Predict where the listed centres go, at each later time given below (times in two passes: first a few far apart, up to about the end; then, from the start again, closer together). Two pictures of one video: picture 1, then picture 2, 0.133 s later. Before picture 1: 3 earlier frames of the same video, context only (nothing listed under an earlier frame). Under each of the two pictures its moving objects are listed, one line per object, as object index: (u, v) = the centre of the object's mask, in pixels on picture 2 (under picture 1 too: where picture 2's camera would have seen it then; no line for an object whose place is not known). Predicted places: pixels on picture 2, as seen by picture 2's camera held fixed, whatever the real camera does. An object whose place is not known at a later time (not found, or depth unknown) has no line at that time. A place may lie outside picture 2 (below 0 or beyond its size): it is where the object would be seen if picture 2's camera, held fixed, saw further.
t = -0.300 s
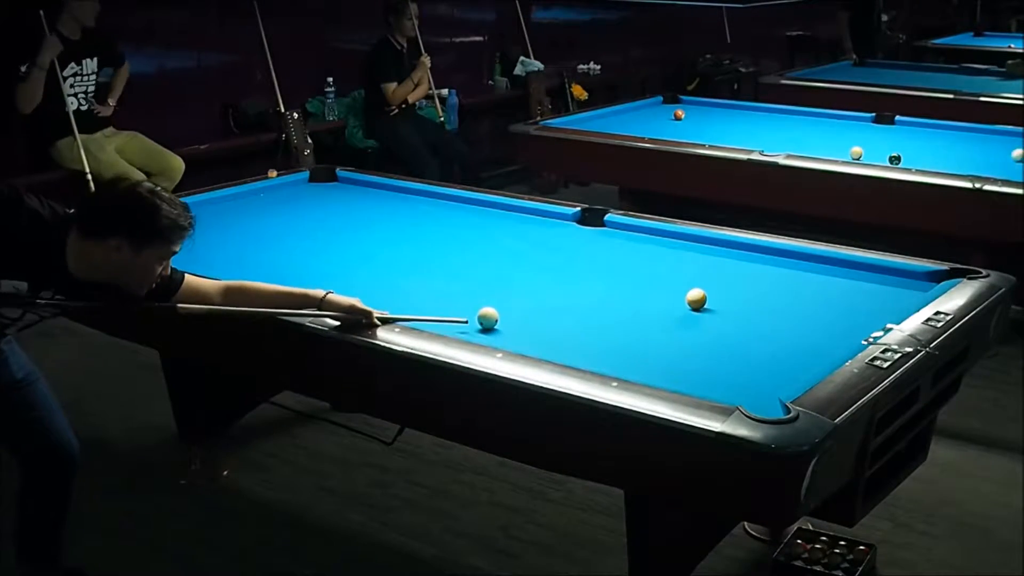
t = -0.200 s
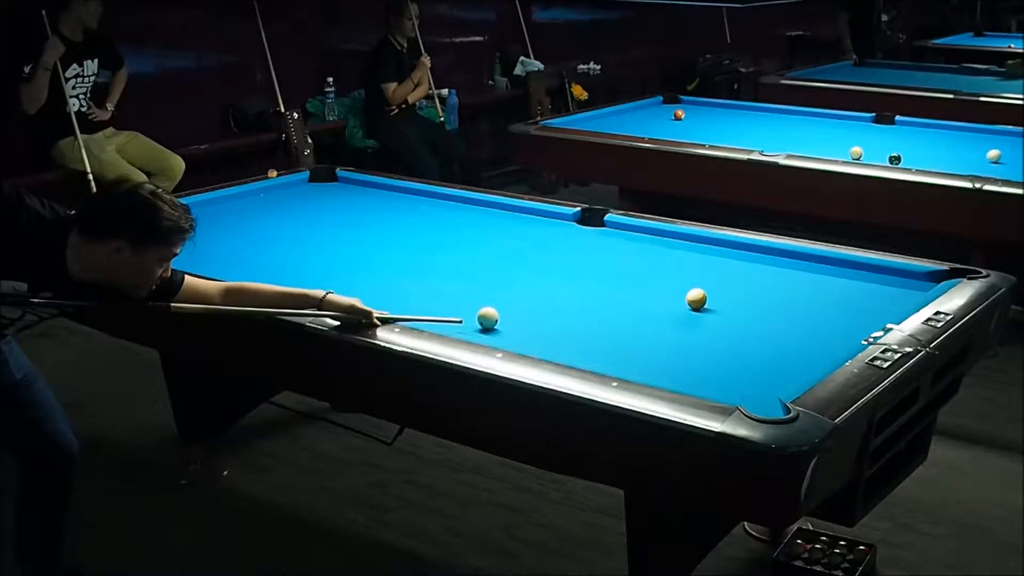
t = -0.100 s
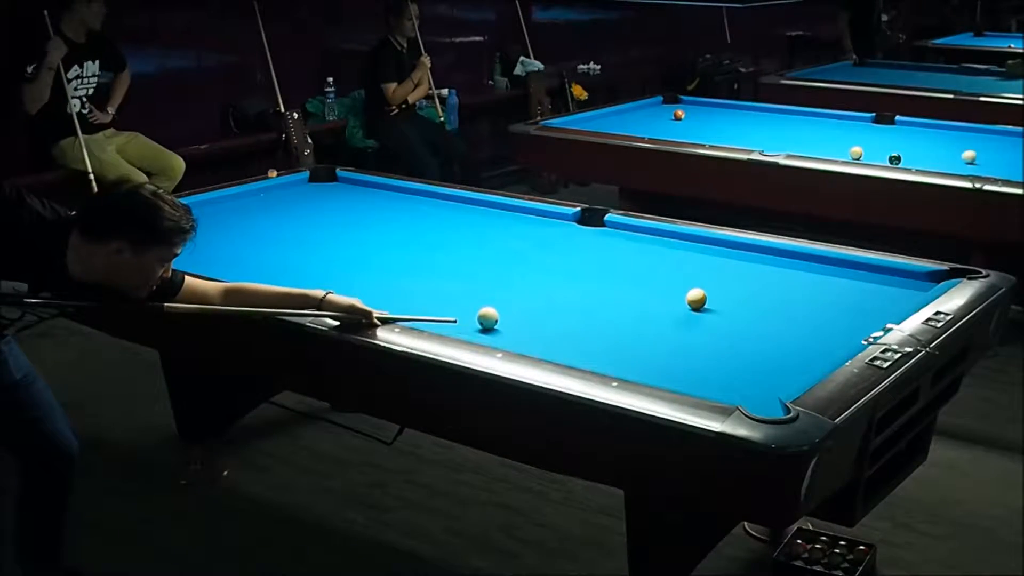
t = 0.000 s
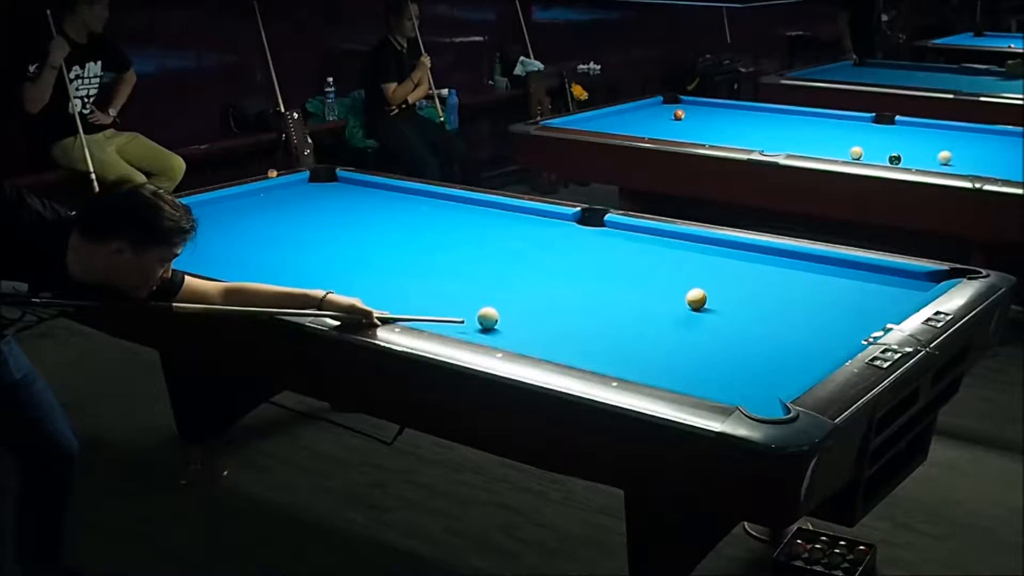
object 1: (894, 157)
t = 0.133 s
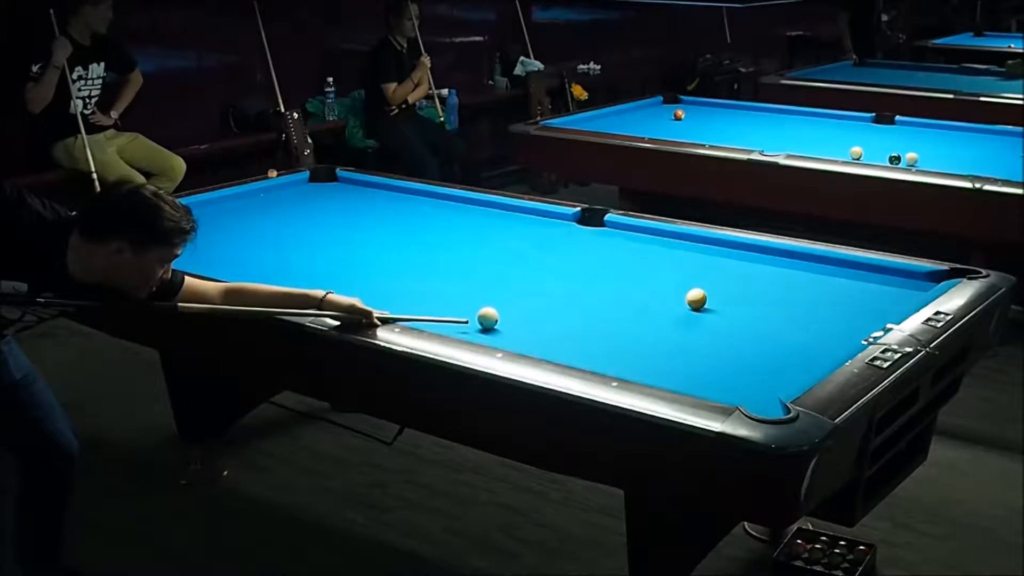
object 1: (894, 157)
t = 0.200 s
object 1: (881, 157)
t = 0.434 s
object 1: (839, 155)
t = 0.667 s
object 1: (817, 153)
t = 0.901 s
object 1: (804, 150)
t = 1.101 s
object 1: (793, 148)
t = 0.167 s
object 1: (889, 157)
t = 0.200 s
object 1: (881, 157)
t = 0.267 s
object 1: (868, 156)
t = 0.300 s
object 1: (862, 157)
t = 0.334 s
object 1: (856, 157)
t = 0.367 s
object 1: (848, 156)
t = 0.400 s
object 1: (844, 156)
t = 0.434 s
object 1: (839, 155)
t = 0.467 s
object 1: (834, 155)
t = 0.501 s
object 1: (828, 155)
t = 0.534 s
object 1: (826, 154)
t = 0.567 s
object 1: (823, 154)
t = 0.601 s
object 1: (822, 153)
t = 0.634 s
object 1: (819, 153)
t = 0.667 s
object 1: (817, 153)
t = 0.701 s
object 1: (815, 152)
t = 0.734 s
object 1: (813, 152)
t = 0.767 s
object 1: (811, 152)
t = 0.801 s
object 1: (809, 151)
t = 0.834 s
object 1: (807, 151)
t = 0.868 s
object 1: (805, 151)
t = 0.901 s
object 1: (804, 150)
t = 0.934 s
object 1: (802, 150)
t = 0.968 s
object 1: (800, 149)
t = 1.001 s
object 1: (798, 149)
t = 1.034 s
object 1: (796, 149)
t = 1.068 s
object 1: (794, 149)
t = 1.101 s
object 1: (793, 148)
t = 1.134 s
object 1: (791, 148)
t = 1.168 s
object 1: (789, 148)
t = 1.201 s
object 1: (788, 148)
